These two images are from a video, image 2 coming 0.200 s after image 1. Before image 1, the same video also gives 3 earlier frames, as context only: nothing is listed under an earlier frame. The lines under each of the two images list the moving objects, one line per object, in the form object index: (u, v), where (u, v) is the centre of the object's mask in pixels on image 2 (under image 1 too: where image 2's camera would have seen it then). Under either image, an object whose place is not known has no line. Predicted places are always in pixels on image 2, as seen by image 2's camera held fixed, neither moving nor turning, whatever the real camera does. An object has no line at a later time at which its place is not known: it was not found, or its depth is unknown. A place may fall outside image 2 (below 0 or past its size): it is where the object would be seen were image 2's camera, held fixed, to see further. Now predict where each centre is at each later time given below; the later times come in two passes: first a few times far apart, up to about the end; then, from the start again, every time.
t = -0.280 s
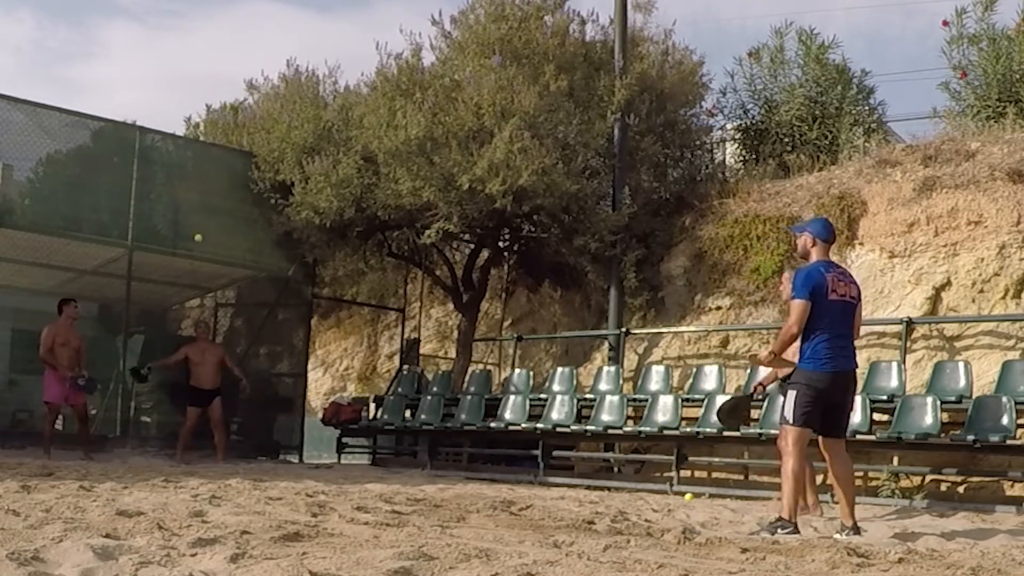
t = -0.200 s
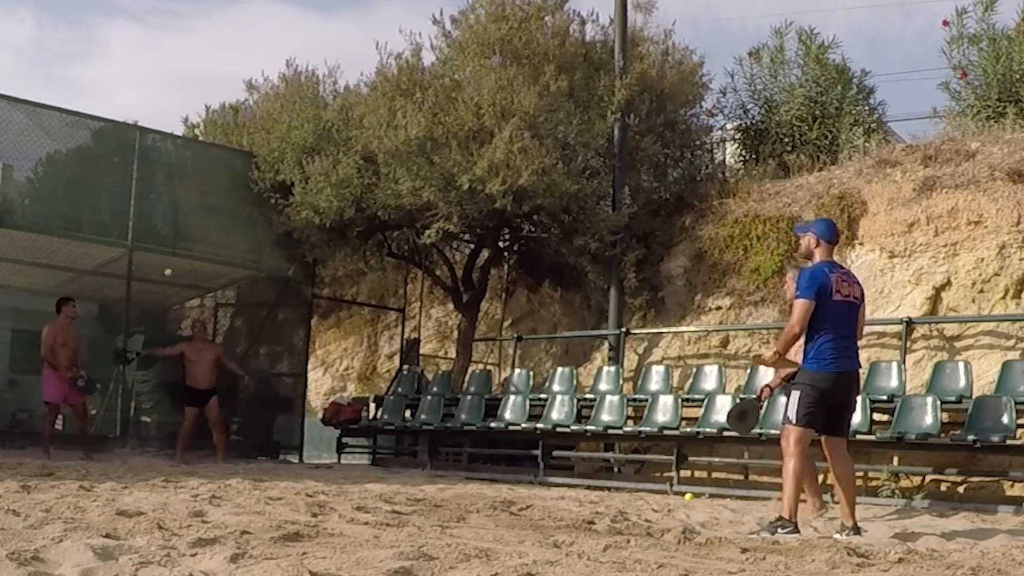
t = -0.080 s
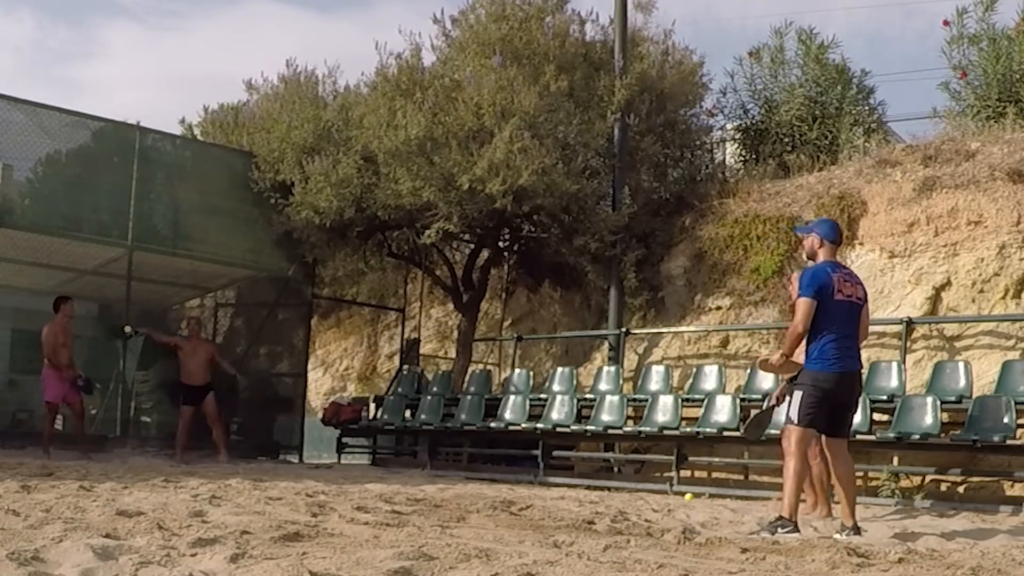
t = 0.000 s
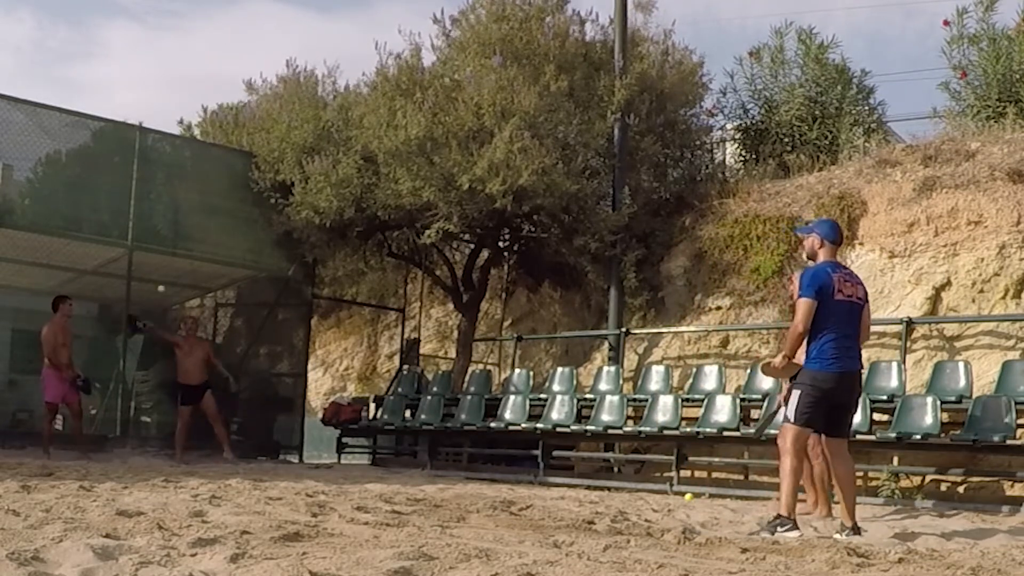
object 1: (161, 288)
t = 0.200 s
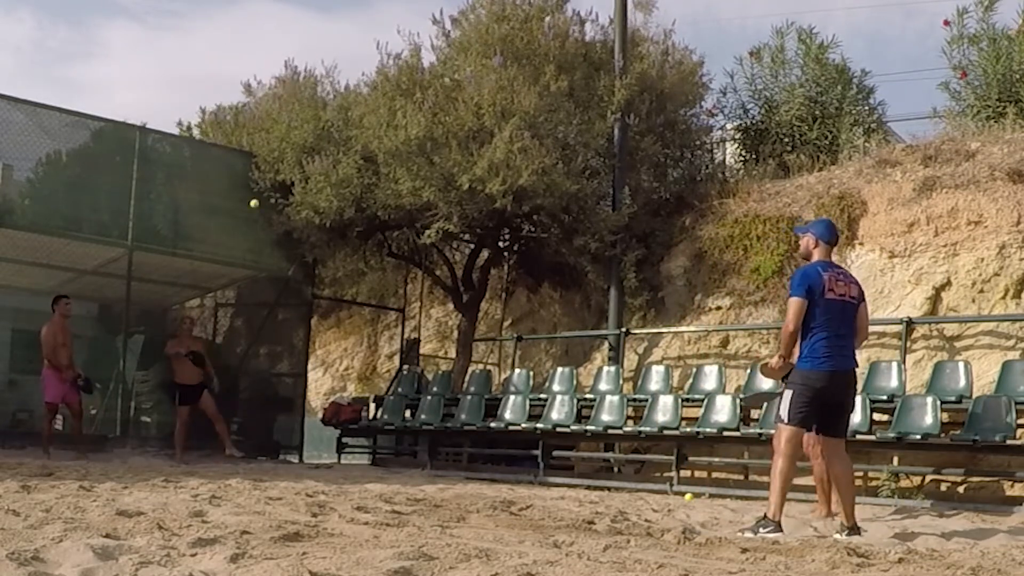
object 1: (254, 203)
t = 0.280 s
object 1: (295, 176)
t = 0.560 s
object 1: (464, 127)
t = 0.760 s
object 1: (615, 148)
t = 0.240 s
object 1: (274, 190)
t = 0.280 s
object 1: (295, 176)
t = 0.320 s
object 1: (317, 165)
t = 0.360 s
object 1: (339, 155)
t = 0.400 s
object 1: (363, 147)
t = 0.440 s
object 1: (386, 139)
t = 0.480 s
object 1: (412, 133)
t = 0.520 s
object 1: (437, 129)
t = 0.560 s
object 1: (464, 127)
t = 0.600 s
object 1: (492, 127)
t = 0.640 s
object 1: (521, 128)
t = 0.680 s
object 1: (551, 133)
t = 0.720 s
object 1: (582, 139)
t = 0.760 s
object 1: (615, 148)
